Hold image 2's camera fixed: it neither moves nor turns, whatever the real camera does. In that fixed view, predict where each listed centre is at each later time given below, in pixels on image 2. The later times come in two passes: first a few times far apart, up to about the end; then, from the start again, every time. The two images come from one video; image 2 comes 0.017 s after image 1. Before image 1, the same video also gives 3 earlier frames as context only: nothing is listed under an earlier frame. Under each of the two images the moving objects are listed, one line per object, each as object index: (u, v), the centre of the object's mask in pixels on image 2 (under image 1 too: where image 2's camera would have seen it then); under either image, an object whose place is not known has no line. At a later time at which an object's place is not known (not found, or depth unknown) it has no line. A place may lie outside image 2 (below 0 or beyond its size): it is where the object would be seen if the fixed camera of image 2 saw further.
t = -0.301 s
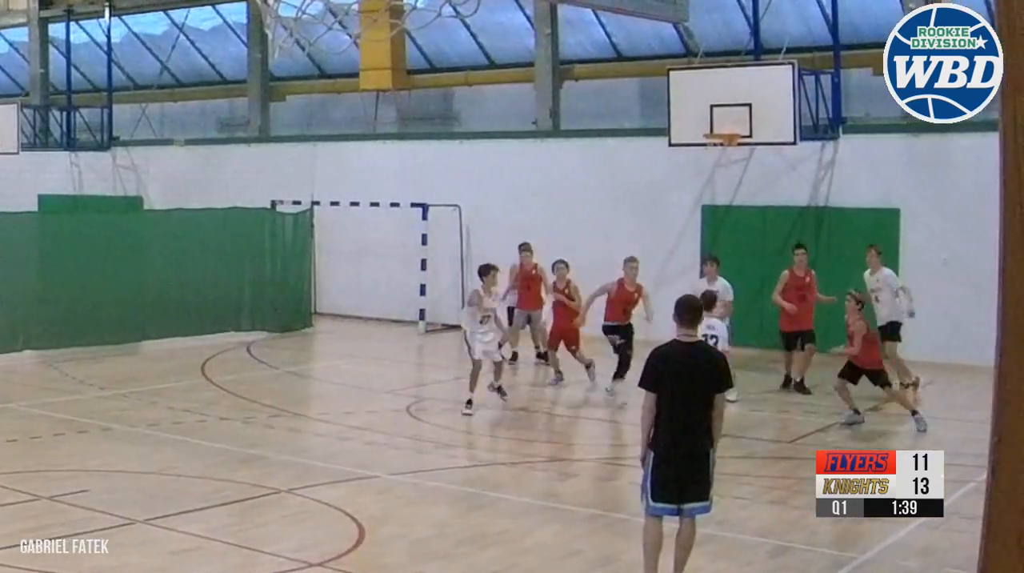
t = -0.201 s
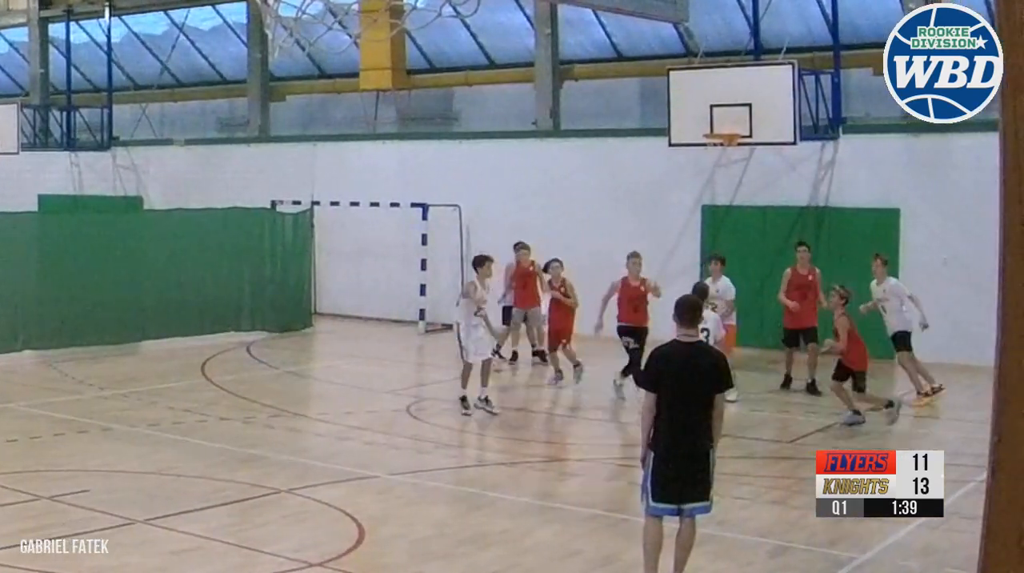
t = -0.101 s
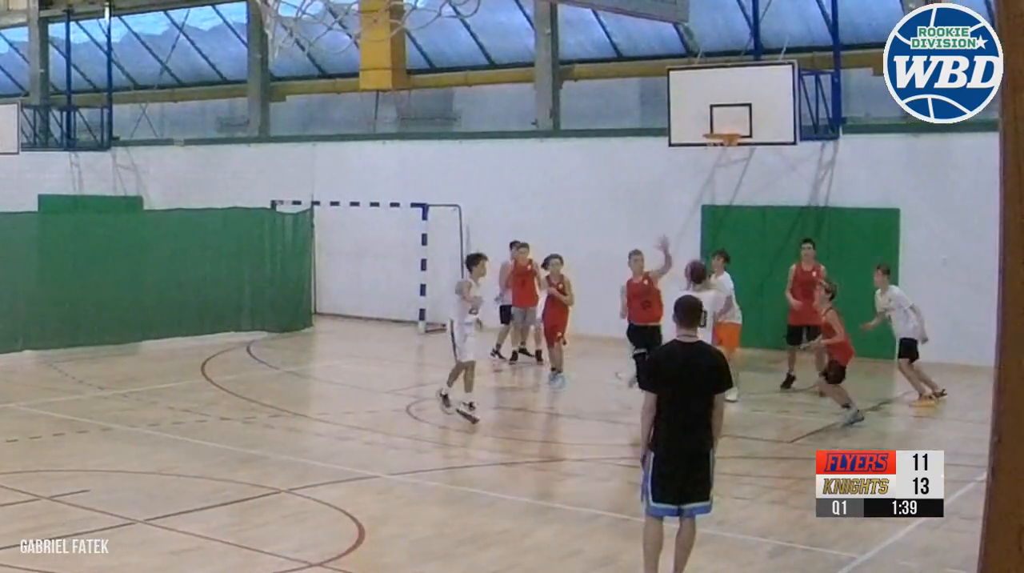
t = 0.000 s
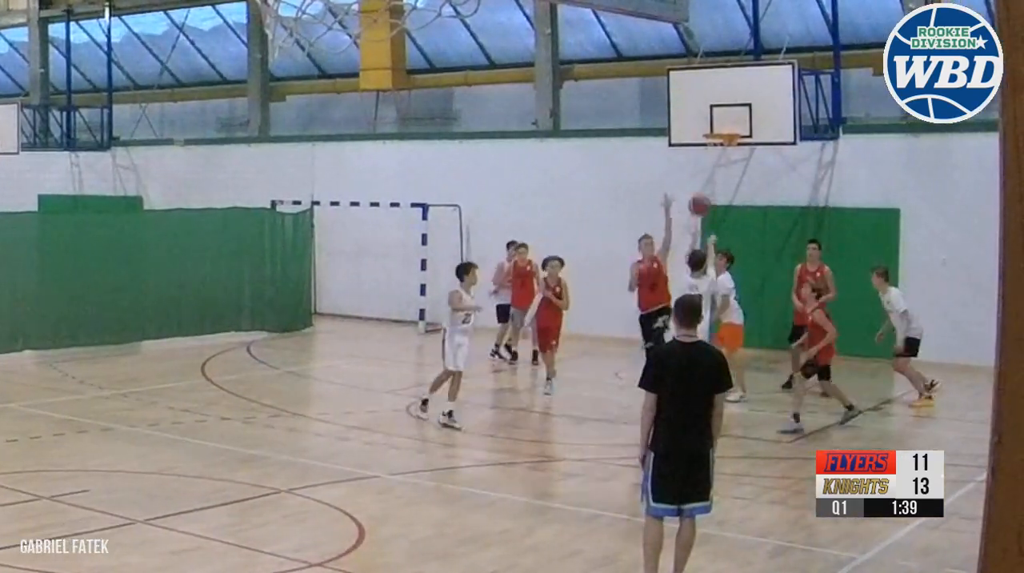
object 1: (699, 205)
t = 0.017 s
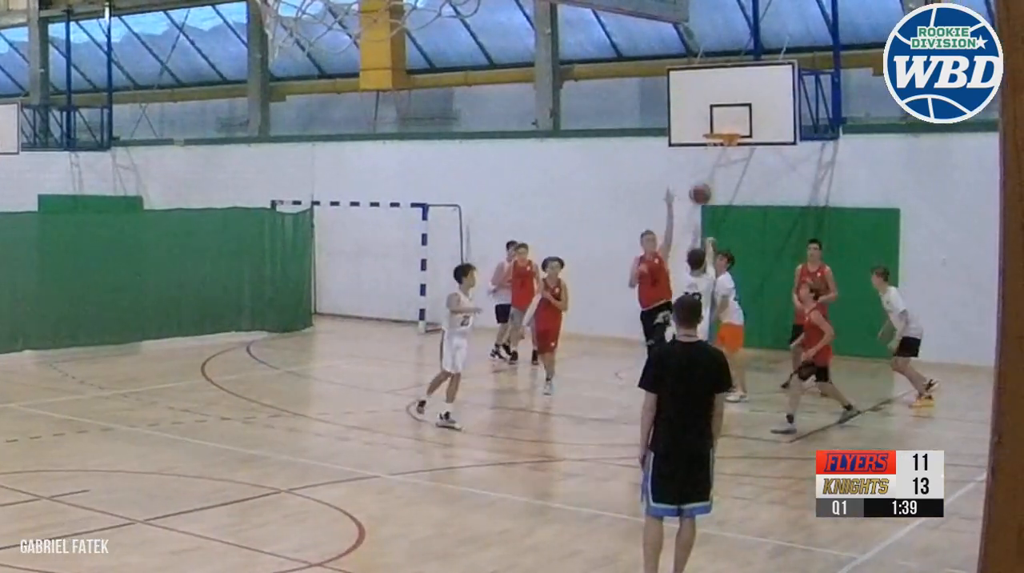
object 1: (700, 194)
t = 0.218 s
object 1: (705, 88)
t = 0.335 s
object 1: (707, 48)
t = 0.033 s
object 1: (700, 183)
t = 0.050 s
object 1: (701, 173)
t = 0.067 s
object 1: (701, 163)
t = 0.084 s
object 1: (702, 153)
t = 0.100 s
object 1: (702, 144)
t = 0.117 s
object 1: (702, 135)
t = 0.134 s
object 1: (703, 126)
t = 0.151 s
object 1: (703, 117)
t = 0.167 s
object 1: (704, 110)
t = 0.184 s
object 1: (704, 102)
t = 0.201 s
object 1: (704, 95)
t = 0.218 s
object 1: (705, 88)
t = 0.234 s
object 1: (705, 81)
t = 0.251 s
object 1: (705, 74)
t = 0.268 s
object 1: (706, 70)
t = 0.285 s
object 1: (707, 64)
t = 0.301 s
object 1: (707, 56)
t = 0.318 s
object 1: (707, 52)
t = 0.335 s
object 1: (707, 48)
